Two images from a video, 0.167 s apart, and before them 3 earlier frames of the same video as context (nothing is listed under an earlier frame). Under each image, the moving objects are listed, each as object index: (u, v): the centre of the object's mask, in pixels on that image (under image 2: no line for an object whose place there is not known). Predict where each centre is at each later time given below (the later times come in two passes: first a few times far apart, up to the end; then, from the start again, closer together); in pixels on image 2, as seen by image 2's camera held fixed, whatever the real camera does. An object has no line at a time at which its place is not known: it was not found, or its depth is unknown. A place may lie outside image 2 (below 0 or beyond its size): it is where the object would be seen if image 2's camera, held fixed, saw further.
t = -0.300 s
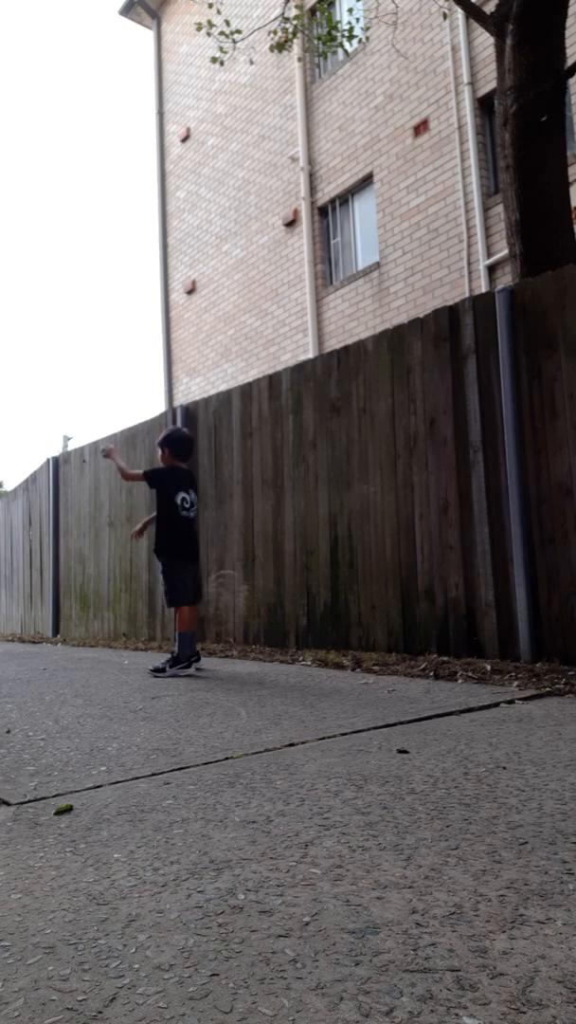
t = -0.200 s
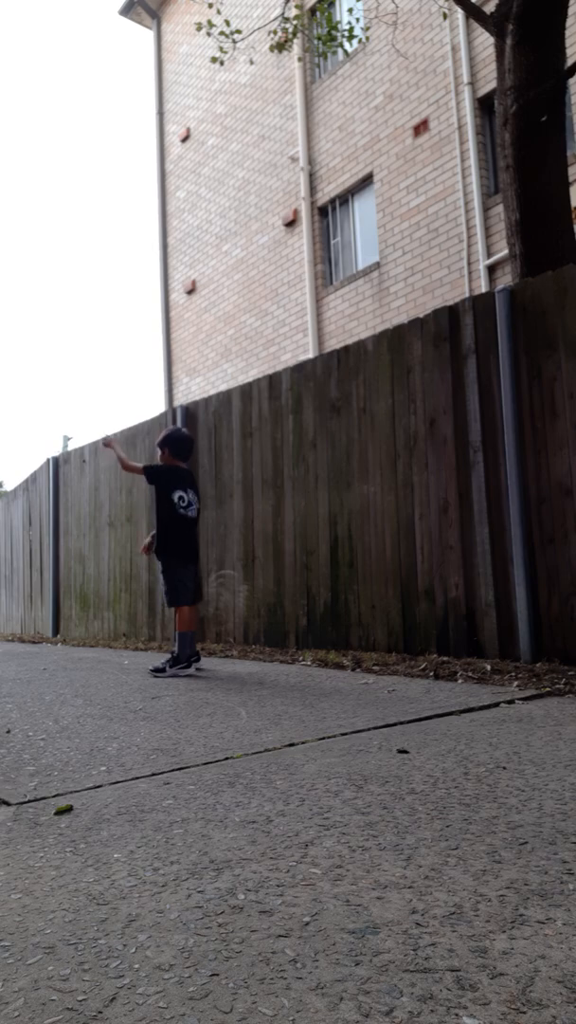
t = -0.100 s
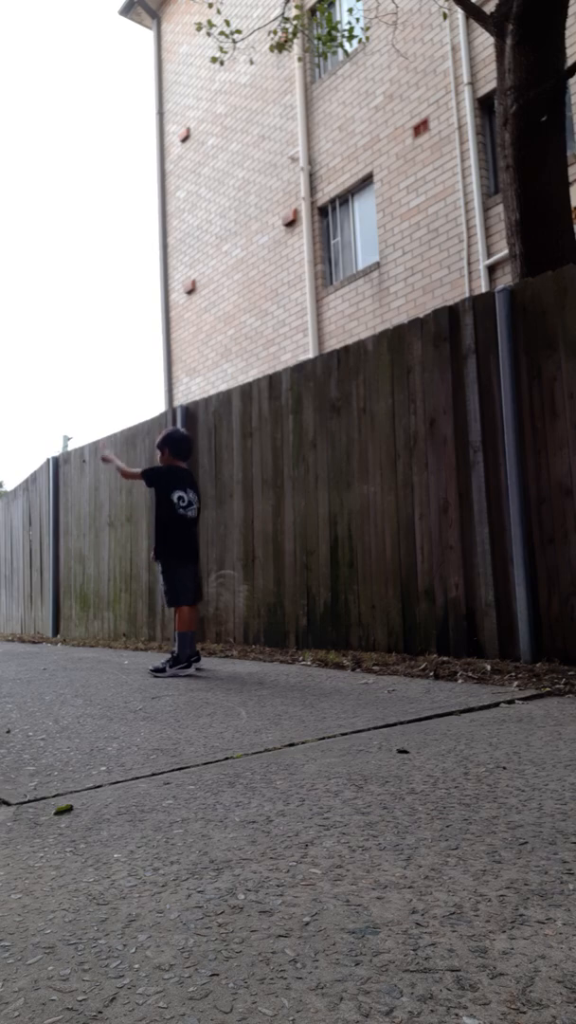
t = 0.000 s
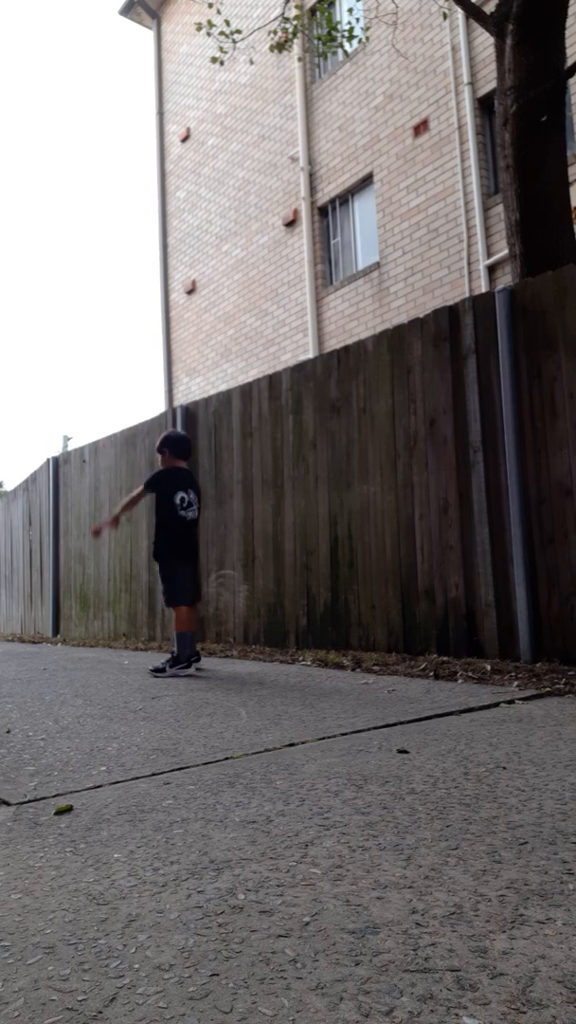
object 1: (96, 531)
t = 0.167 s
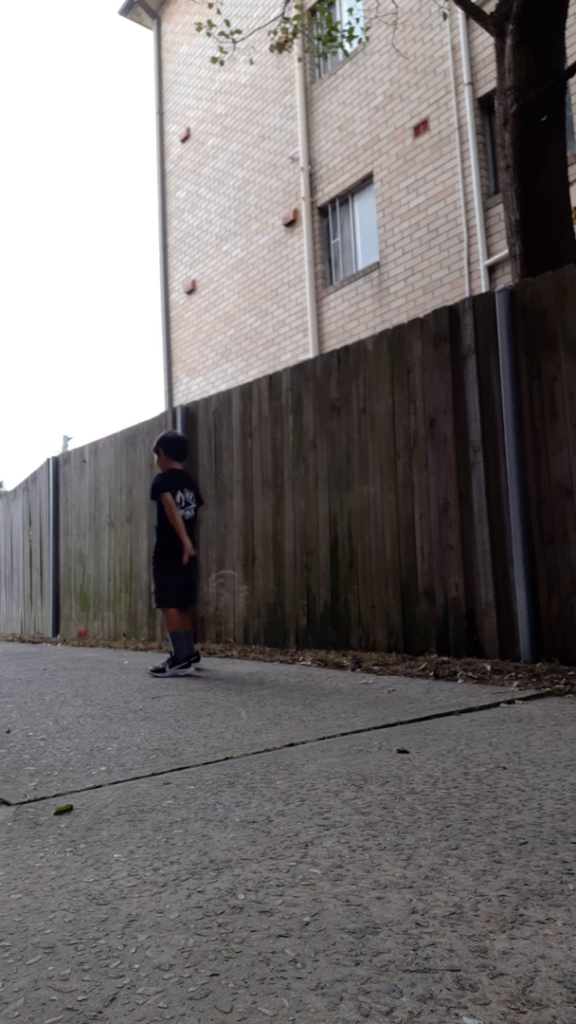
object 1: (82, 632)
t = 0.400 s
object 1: (86, 458)
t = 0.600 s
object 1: (90, 385)
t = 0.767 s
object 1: (94, 384)
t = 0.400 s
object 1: (86, 458)
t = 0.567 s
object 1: (89, 391)
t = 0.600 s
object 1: (90, 385)
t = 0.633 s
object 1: (90, 381)
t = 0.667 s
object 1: (91, 378)
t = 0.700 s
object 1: (92, 378)
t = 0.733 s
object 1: (93, 380)
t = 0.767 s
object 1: (94, 384)
